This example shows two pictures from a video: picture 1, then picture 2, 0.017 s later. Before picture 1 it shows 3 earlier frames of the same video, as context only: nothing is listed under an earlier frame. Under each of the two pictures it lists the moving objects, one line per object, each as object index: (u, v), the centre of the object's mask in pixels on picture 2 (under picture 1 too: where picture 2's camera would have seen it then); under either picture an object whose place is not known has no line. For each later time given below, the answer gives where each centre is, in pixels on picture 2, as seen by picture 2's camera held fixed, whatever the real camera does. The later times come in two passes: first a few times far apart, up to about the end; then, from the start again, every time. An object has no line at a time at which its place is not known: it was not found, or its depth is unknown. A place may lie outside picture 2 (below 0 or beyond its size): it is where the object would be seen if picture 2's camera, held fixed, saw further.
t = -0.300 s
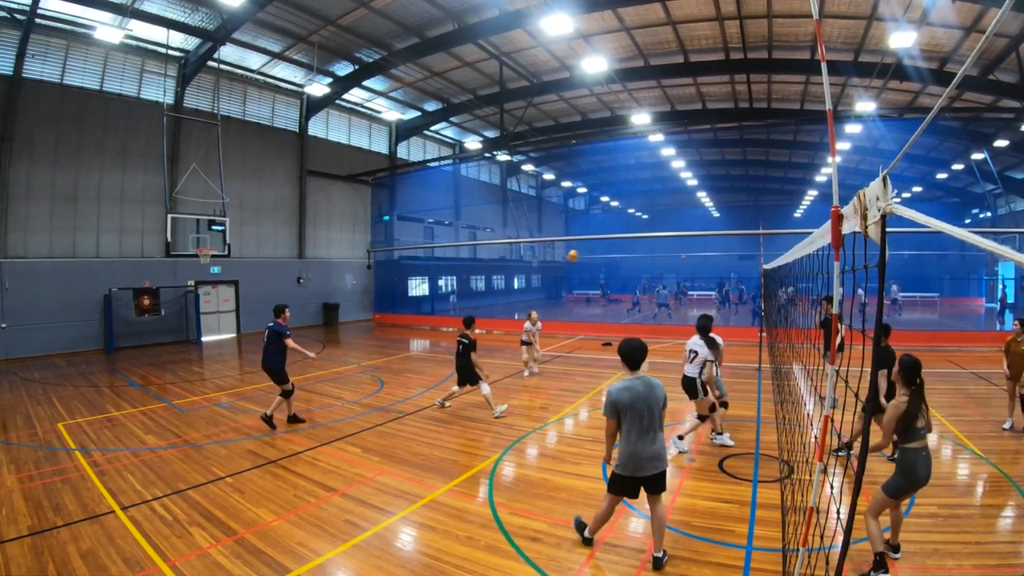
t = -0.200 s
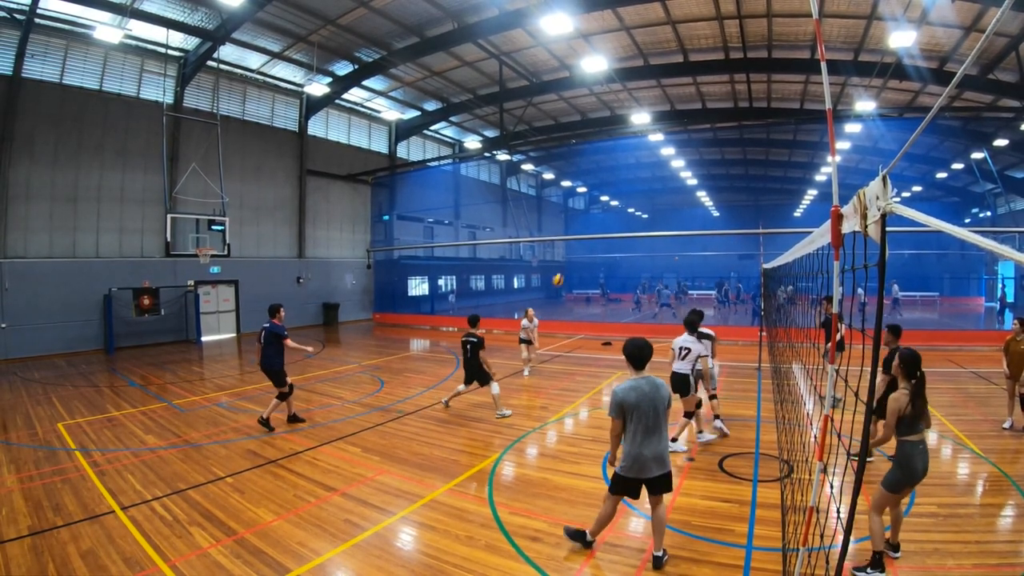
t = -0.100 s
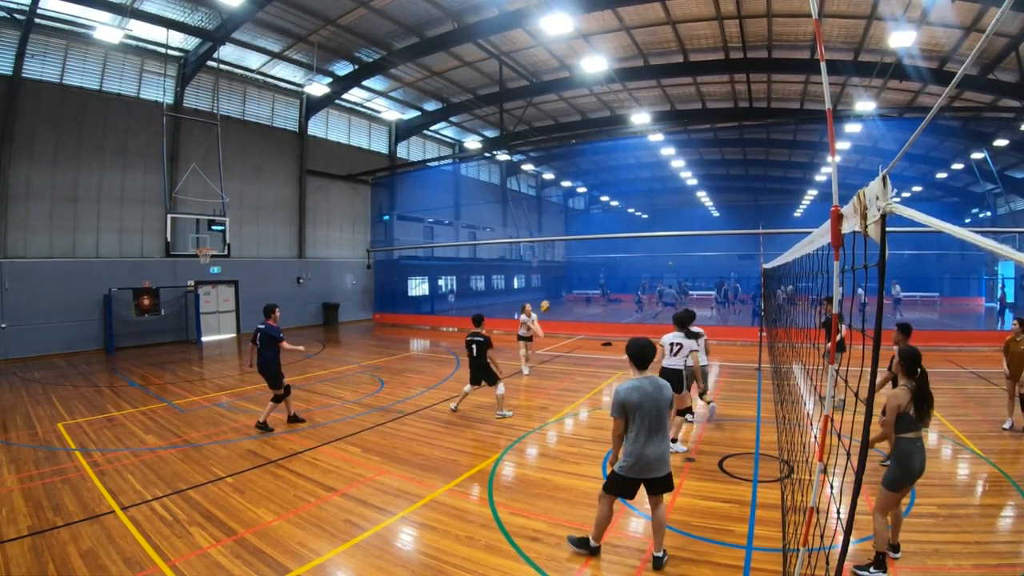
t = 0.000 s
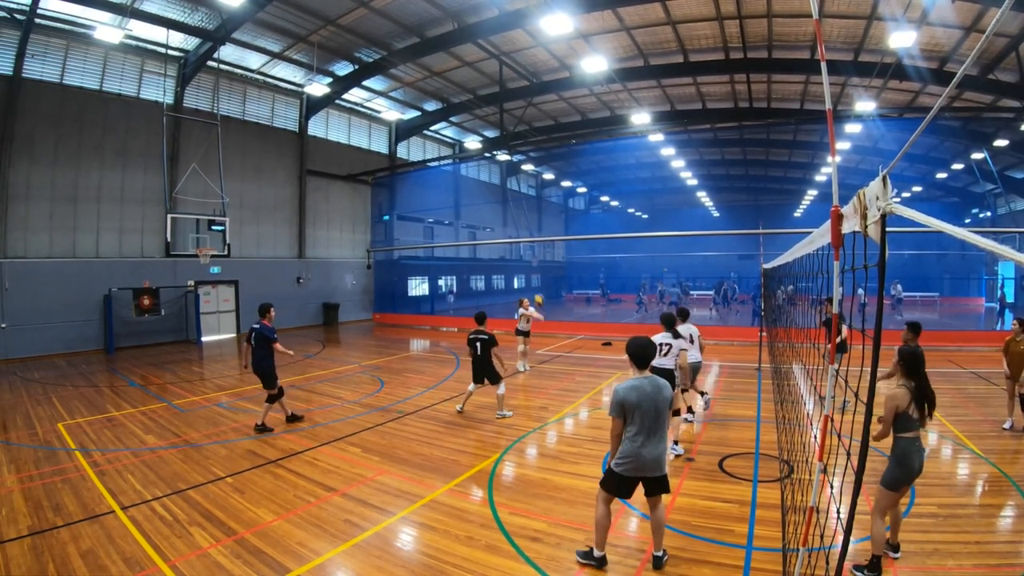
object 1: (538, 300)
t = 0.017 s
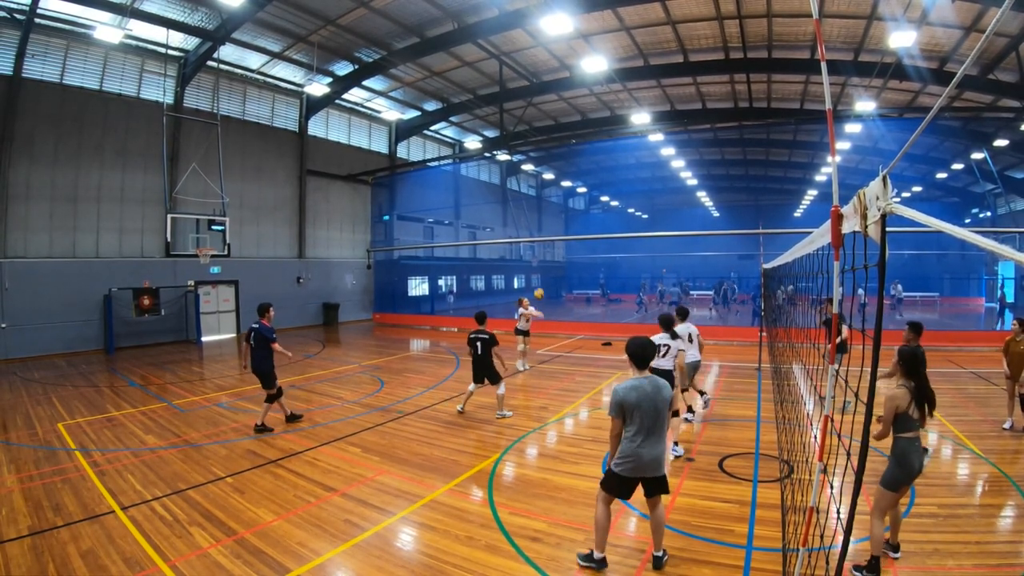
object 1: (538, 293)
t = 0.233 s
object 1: (534, 227)
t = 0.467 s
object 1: (530, 175)
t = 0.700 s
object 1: (524, 147)
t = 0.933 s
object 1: (518, 148)
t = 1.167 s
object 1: (511, 188)
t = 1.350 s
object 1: (506, 256)
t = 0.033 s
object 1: (538, 288)
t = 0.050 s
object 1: (538, 282)
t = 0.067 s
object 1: (538, 277)
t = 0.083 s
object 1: (537, 272)
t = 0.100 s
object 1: (537, 266)
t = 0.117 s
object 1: (537, 261)
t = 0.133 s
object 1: (536, 256)
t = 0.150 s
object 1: (536, 251)
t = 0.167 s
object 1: (536, 246)
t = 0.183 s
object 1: (535, 241)
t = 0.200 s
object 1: (535, 236)
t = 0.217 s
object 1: (535, 231)
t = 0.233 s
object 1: (534, 227)
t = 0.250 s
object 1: (534, 222)
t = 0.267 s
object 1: (533, 218)
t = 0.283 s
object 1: (533, 214)
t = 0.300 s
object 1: (533, 210)
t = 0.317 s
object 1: (533, 206)
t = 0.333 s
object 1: (532, 202)
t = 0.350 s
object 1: (532, 198)
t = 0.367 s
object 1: (532, 193)
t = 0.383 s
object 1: (531, 191)
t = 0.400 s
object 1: (531, 187)
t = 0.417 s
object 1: (531, 184)
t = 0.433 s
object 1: (531, 181)
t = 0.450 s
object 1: (530, 179)
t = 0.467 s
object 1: (530, 175)
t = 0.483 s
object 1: (529, 173)
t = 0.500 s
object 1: (529, 170)
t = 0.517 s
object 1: (529, 167)
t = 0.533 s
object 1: (528, 165)
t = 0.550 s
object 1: (527, 163)
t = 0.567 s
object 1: (528, 160)
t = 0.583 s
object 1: (527, 158)
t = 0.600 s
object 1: (526, 157)
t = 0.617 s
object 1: (526, 154)
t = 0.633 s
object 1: (526, 152)
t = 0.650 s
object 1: (525, 150)
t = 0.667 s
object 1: (525, 150)
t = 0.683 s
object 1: (524, 149)
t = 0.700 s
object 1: (524, 147)
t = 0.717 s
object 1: (523, 146)
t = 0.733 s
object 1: (523, 145)
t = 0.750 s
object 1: (523, 144)
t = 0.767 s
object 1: (522, 144)
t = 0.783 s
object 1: (522, 144)
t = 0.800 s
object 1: (522, 144)
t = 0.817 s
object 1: (521, 144)
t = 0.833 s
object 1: (521, 144)
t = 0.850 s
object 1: (520, 144)
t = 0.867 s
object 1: (520, 144)
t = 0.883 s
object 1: (519, 145)
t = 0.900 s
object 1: (519, 146)
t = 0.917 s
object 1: (518, 147)
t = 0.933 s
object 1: (518, 148)
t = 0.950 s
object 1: (517, 149)
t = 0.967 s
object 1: (517, 151)
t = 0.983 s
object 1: (517, 153)
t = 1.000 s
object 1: (517, 155)
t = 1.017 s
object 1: (516, 157)
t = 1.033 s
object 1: (516, 160)
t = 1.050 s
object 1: (514, 162)
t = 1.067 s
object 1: (514, 166)
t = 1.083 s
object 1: (513, 167)
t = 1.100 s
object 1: (513, 172)
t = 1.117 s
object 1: (513, 175)
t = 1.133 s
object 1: (512, 179)
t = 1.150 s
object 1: (512, 183)
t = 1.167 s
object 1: (511, 188)
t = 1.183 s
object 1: (511, 193)
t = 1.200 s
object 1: (510, 197)
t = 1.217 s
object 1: (510, 202)
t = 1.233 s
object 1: (509, 208)
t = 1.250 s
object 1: (509, 214)
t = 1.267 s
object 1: (509, 220)
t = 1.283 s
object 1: (508, 227)
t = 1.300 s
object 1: (507, 233)
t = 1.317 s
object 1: (507, 241)
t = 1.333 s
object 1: (506, 248)
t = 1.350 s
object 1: (506, 256)
